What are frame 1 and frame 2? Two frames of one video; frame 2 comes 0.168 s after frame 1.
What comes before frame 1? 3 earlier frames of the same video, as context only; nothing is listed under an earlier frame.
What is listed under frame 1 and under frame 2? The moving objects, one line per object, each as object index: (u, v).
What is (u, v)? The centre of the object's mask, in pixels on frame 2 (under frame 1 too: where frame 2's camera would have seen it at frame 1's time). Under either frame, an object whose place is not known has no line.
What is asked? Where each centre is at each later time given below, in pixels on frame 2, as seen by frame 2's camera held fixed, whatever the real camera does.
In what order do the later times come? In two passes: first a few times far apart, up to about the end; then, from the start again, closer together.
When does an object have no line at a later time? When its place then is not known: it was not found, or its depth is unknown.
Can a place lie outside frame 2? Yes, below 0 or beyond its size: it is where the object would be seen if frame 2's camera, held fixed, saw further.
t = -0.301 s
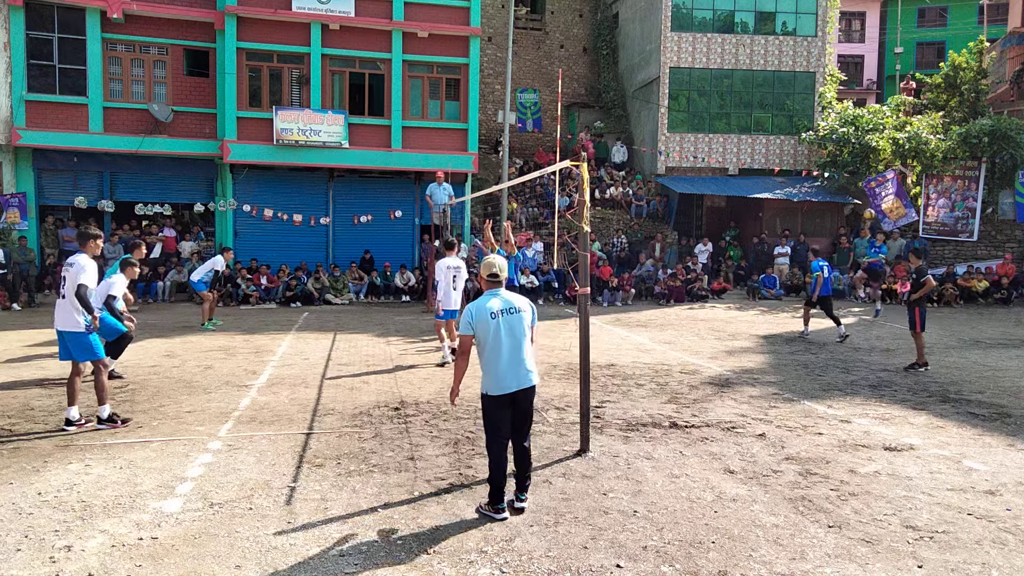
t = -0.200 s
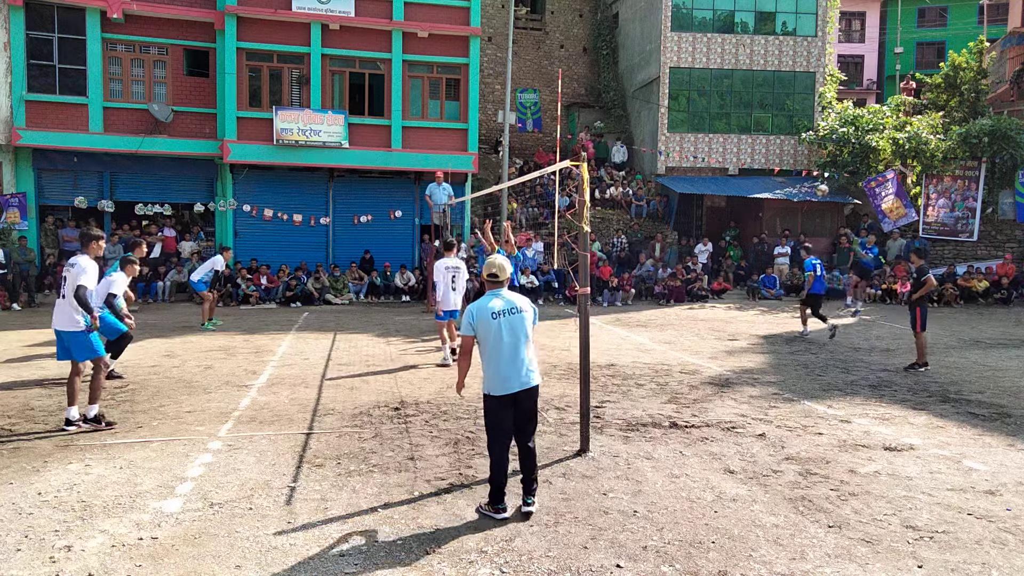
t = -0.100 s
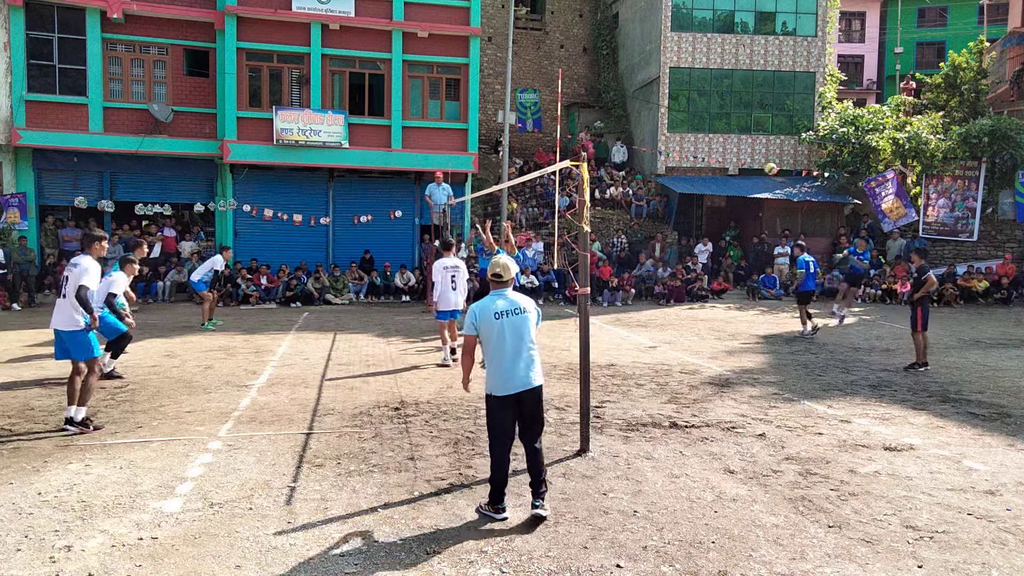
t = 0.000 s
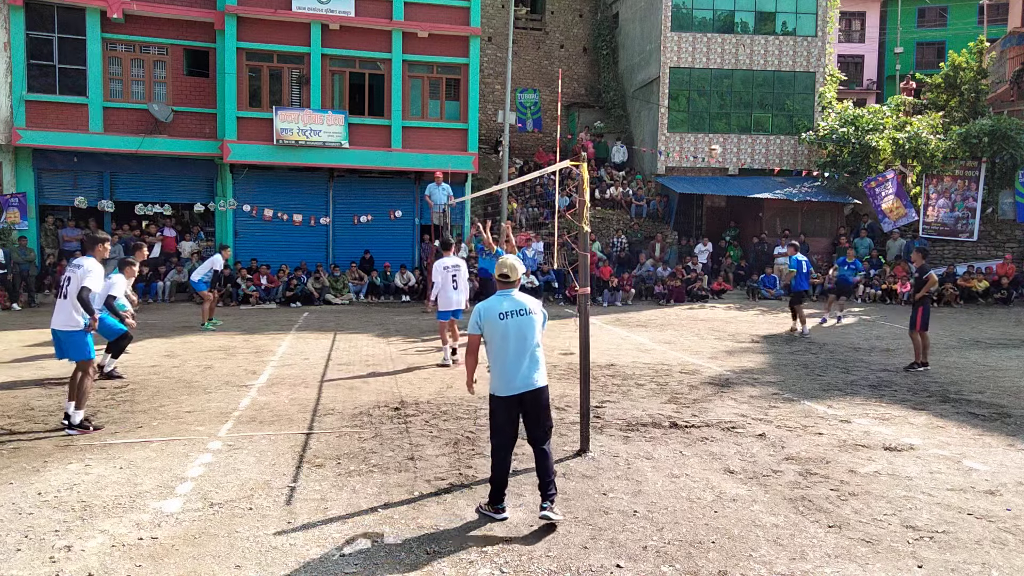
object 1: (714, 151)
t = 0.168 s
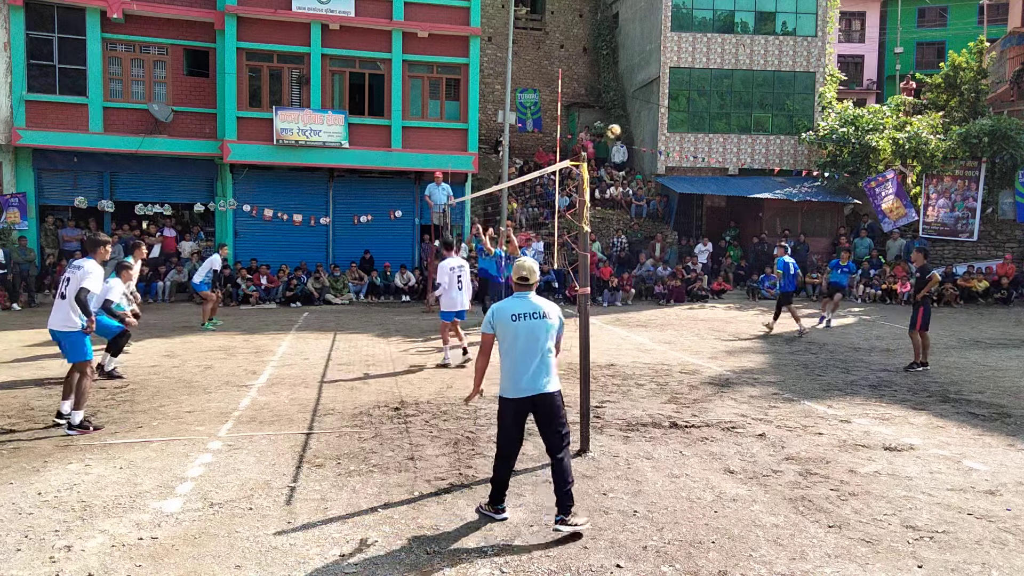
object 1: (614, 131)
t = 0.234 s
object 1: (570, 127)
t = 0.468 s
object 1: (400, 140)
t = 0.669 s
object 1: (226, 182)
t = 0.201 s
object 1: (592, 129)
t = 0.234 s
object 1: (570, 127)
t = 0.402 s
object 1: (452, 132)
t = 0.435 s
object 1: (426, 136)
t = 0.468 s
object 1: (400, 140)
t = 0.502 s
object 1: (373, 144)
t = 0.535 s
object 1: (346, 150)
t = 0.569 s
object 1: (317, 156)
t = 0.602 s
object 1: (287, 164)
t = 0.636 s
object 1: (257, 173)
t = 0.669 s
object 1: (226, 182)
